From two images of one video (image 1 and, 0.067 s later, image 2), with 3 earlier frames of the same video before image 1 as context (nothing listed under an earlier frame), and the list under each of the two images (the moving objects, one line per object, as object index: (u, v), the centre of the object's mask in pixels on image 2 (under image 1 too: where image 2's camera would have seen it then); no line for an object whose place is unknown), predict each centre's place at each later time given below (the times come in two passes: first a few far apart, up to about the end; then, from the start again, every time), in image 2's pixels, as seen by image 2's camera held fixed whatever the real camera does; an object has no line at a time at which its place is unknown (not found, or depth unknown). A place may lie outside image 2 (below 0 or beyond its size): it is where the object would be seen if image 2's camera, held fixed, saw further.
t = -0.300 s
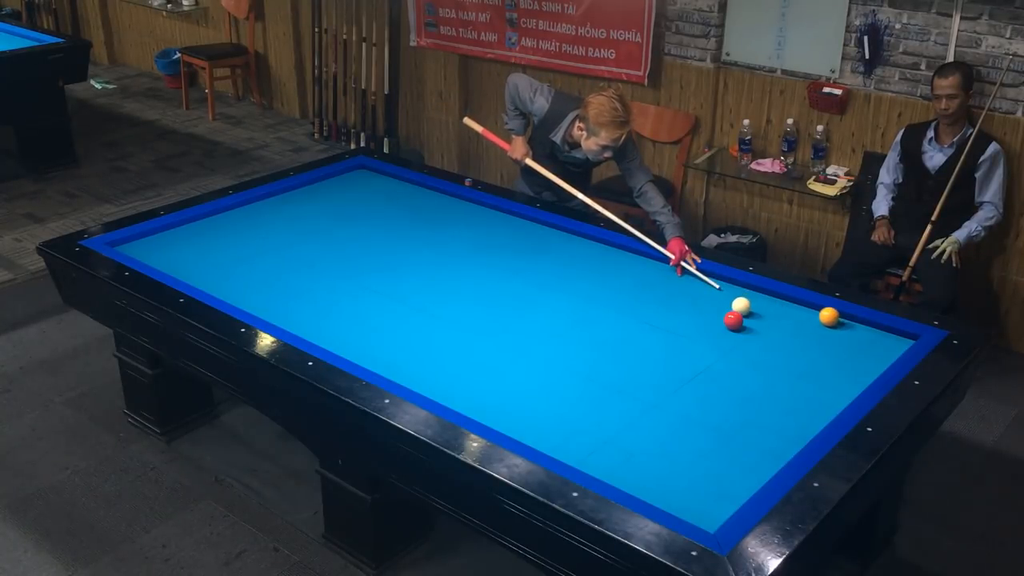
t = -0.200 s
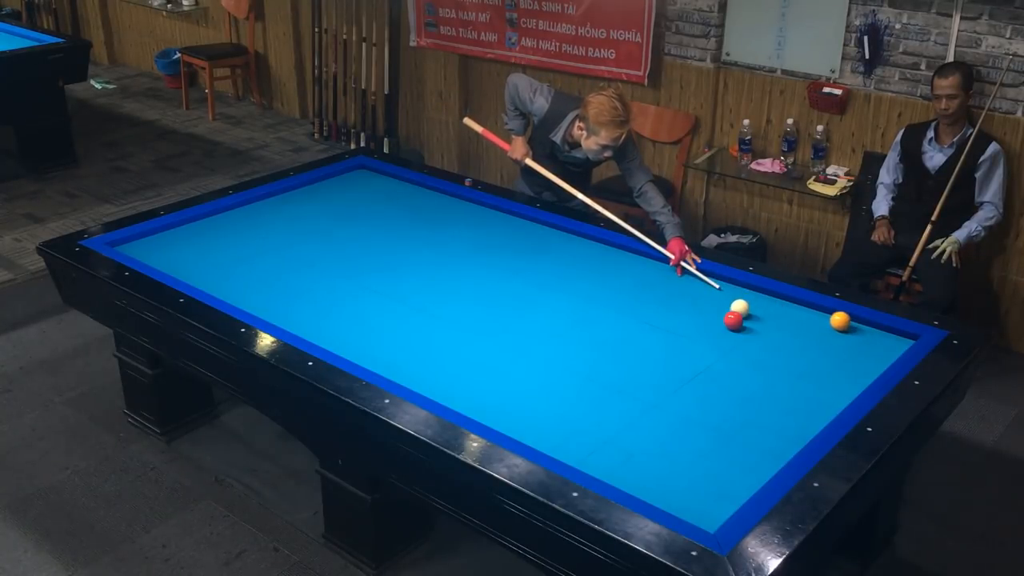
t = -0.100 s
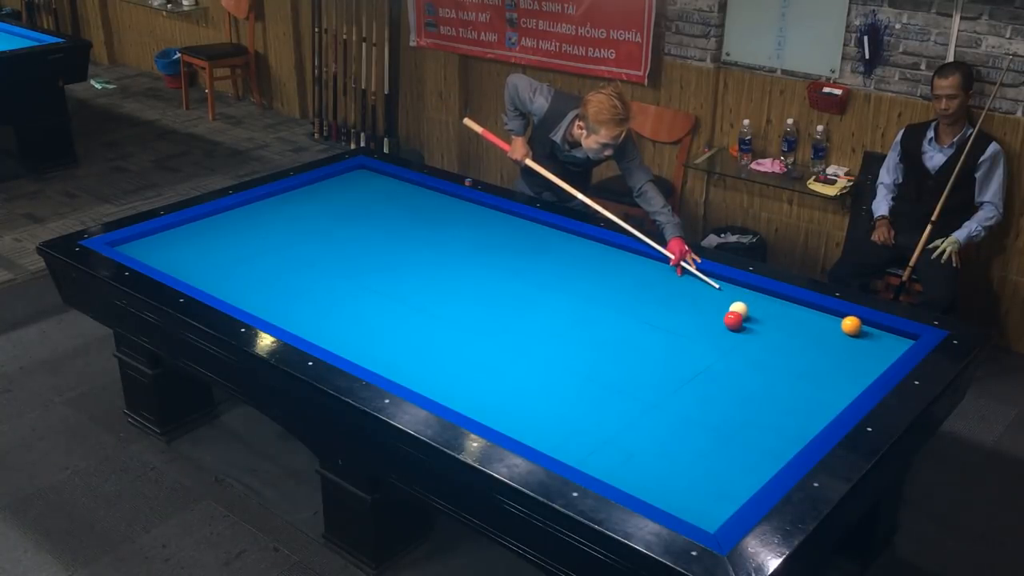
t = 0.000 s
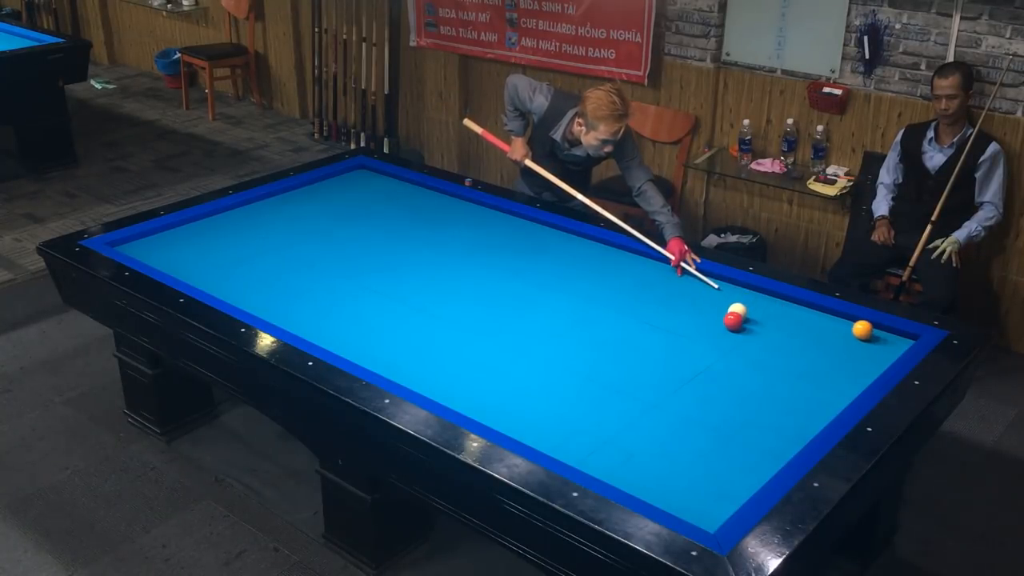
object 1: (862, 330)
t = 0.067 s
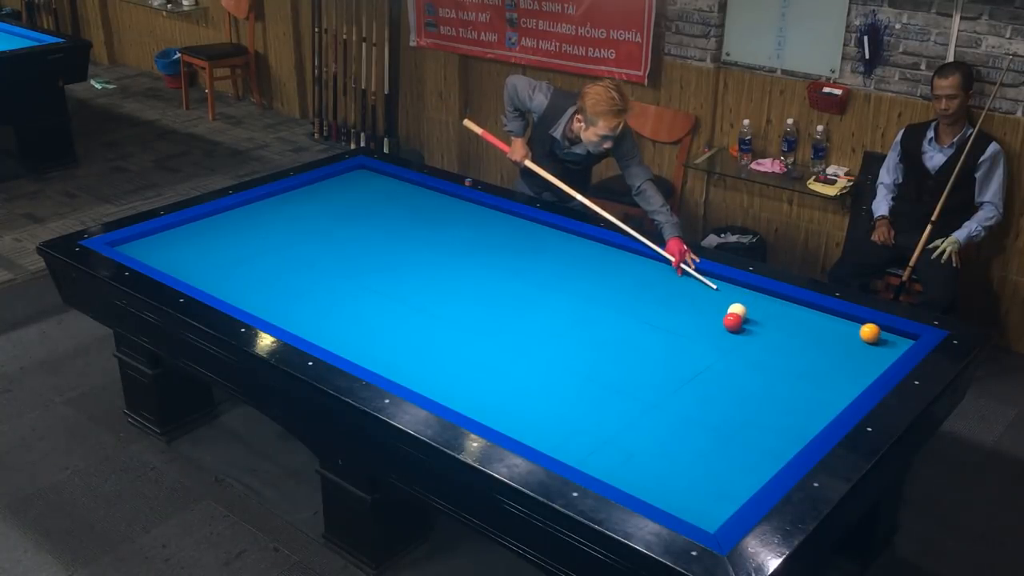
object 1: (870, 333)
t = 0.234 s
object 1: (888, 340)
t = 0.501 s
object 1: (887, 343)
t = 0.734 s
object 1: (869, 341)
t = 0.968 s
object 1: (852, 339)
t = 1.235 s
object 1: (834, 337)
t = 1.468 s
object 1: (820, 335)
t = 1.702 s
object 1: (807, 333)
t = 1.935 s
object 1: (795, 331)
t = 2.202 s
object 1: (783, 330)
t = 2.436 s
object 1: (773, 328)
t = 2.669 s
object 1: (765, 327)
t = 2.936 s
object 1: (756, 326)
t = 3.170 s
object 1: (750, 326)
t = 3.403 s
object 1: (745, 325)
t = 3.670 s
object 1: (741, 324)
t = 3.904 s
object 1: (738, 323)
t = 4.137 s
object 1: (736, 323)
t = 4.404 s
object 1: (736, 322)
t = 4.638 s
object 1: (736, 322)
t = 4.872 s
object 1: (736, 322)
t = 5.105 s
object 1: (736, 322)
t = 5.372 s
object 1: (736, 322)
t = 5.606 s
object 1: (736, 322)
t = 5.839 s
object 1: (736, 322)
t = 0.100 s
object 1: (873, 334)
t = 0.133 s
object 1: (877, 336)
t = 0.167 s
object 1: (881, 337)
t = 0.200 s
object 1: (884, 339)
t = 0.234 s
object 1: (888, 340)
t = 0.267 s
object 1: (892, 342)
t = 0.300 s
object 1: (896, 343)
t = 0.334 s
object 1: (899, 344)
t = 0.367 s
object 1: (897, 344)
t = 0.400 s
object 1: (895, 344)
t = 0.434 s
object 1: (892, 344)
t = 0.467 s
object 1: (890, 344)
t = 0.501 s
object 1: (887, 343)
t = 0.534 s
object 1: (884, 343)
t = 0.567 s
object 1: (881, 343)
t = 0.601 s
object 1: (879, 342)
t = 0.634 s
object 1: (876, 342)
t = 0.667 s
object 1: (874, 342)
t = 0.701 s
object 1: (871, 342)
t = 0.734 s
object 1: (869, 341)
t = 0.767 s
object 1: (866, 341)
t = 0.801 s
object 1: (864, 340)
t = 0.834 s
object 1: (861, 340)
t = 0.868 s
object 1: (859, 340)
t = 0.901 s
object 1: (857, 340)
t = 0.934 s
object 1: (854, 339)
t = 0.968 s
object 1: (852, 339)
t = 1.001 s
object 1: (850, 339)
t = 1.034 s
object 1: (847, 338)
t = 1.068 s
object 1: (845, 338)
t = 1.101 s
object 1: (843, 338)
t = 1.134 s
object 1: (841, 337)
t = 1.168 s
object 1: (838, 337)
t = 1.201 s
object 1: (836, 337)
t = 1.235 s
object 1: (834, 337)
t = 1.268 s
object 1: (832, 336)
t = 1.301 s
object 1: (830, 336)
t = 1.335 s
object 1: (828, 336)
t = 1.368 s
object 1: (826, 335)
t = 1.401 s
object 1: (824, 335)
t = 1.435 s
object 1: (822, 335)
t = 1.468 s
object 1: (820, 335)
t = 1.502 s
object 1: (818, 334)
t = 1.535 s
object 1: (816, 334)
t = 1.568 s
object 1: (814, 334)
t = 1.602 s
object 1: (812, 334)
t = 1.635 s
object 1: (810, 333)
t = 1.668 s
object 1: (809, 333)
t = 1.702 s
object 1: (807, 333)
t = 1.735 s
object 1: (805, 333)
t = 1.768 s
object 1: (803, 333)
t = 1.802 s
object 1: (802, 332)
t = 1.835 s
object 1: (800, 332)
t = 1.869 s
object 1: (798, 332)
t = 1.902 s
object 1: (796, 332)
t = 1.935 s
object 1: (795, 331)
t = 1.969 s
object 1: (793, 331)
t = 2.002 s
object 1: (792, 331)
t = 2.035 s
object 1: (790, 331)
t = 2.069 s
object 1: (789, 330)
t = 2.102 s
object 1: (787, 330)
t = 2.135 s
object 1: (785, 330)
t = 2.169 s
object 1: (784, 330)
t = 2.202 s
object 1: (783, 330)
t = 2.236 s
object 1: (781, 330)
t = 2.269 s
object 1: (780, 330)
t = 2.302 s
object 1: (778, 329)
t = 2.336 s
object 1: (777, 329)
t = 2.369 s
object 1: (776, 329)
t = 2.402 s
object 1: (774, 329)
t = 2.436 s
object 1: (773, 328)
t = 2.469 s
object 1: (772, 328)
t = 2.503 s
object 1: (770, 328)
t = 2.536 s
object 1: (769, 328)
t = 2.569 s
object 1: (768, 328)
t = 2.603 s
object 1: (767, 328)
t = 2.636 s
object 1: (766, 327)
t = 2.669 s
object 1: (765, 327)
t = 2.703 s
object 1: (763, 327)
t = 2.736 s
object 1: (762, 327)
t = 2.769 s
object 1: (761, 327)
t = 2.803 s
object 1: (760, 327)
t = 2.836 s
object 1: (759, 327)
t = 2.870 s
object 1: (758, 327)
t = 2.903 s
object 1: (757, 326)
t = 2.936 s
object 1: (756, 326)
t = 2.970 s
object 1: (755, 326)
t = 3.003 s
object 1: (755, 326)
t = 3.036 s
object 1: (754, 326)
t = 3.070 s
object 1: (753, 326)
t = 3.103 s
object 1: (752, 326)
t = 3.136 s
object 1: (751, 326)
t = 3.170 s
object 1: (750, 326)
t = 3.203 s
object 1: (750, 325)
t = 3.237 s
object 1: (749, 325)
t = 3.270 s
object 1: (748, 325)
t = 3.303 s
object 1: (747, 325)
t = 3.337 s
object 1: (746, 325)
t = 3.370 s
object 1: (746, 325)
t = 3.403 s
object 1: (745, 325)
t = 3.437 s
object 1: (745, 325)
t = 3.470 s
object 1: (744, 324)
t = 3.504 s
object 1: (743, 324)
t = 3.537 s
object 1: (743, 324)
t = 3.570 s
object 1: (742, 324)
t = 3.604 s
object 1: (742, 324)
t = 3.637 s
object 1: (741, 324)
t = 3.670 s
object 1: (741, 324)
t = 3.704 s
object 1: (740, 324)
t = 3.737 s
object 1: (740, 324)
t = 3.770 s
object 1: (740, 323)
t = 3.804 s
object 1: (739, 323)
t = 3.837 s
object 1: (739, 323)
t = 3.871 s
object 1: (739, 323)
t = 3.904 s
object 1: (738, 323)
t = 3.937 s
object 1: (738, 323)
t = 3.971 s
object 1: (738, 323)
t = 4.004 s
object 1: (737, 323)
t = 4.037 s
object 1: (737, 323)
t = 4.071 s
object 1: (737, 323)
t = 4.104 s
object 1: (737, 323)
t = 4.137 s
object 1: (736, 323)
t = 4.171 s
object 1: (736, 322)
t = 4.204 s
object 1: (736, 322)
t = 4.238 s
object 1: (736, 322)
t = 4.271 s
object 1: (736, 322)
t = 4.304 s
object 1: (736, 322)
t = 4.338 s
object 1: (736, 322)
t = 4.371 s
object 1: (736, 322)
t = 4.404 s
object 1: (736, 322)
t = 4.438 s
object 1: (736, 322)
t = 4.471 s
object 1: (736, 322)
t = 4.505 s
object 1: (736, 322)
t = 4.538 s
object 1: (736, 322)
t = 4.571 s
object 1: (736, 322)
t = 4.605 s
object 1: (736, 322)
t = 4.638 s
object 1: (736, 322)
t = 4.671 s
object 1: (736, 322)
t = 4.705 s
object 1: (736, 322)
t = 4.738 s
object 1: (736, 322)
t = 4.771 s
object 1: (736, 322)
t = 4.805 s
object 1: (736, 322)
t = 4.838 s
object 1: (736, 322)
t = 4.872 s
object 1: (736, 322)
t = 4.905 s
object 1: (736, 322)
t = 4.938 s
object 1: (736, 322)
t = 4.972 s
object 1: (736, 322)
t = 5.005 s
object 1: (736, 322)
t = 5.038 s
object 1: (736, 322)
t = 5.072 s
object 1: (736, 322)
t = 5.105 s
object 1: (736, 322)
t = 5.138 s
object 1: (736, 322)
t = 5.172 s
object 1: (736, 322)
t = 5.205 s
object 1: (736, 322)
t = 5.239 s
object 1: (736, 322)
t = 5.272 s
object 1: (736, 322)
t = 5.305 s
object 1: (736, 322)
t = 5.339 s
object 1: (736, 322)
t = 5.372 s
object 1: (736, 322)
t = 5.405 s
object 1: (736, 322)
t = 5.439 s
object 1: (736, 322)
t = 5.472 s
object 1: (736, 322)
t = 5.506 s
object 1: (736, 322)
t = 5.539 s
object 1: (736, 322)
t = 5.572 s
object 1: (736, 322)
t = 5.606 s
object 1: (736, 322)
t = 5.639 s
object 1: (736, 322)
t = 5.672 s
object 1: (736, 322)
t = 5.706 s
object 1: (736, 322)
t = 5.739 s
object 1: (736, 322)
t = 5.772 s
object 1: (736, 322)
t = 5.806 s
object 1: (736, 322)
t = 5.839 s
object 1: (736, 322)
